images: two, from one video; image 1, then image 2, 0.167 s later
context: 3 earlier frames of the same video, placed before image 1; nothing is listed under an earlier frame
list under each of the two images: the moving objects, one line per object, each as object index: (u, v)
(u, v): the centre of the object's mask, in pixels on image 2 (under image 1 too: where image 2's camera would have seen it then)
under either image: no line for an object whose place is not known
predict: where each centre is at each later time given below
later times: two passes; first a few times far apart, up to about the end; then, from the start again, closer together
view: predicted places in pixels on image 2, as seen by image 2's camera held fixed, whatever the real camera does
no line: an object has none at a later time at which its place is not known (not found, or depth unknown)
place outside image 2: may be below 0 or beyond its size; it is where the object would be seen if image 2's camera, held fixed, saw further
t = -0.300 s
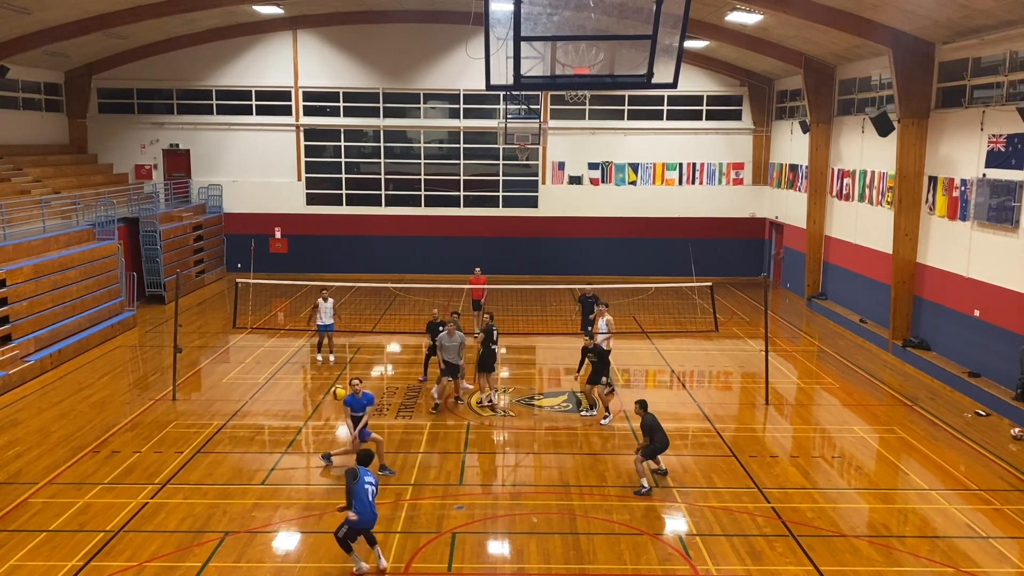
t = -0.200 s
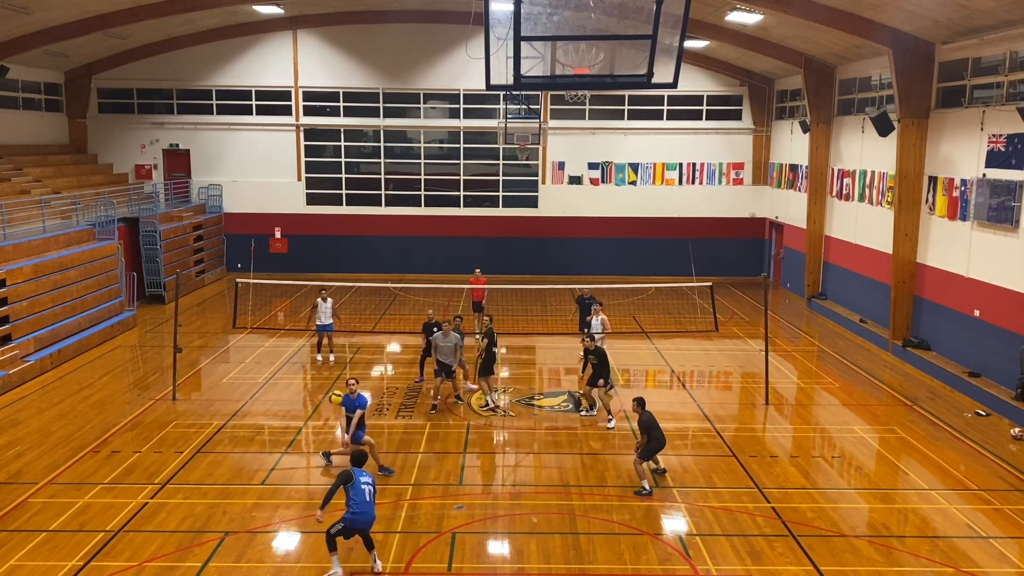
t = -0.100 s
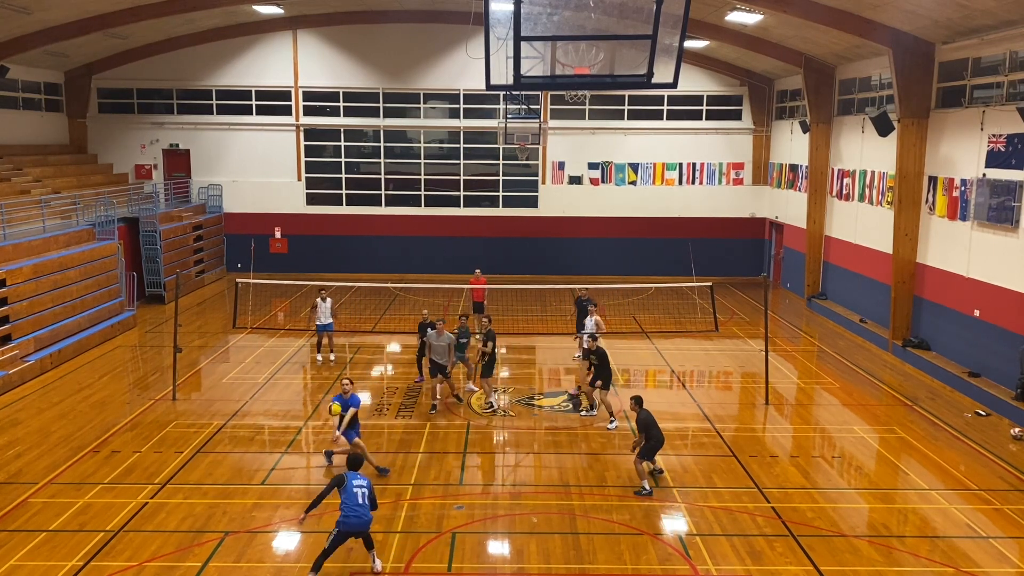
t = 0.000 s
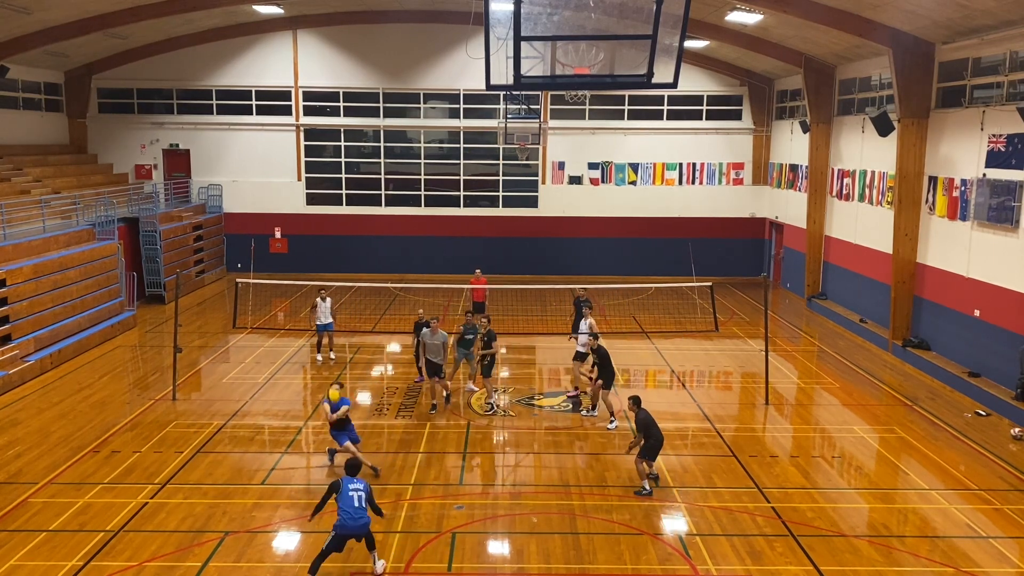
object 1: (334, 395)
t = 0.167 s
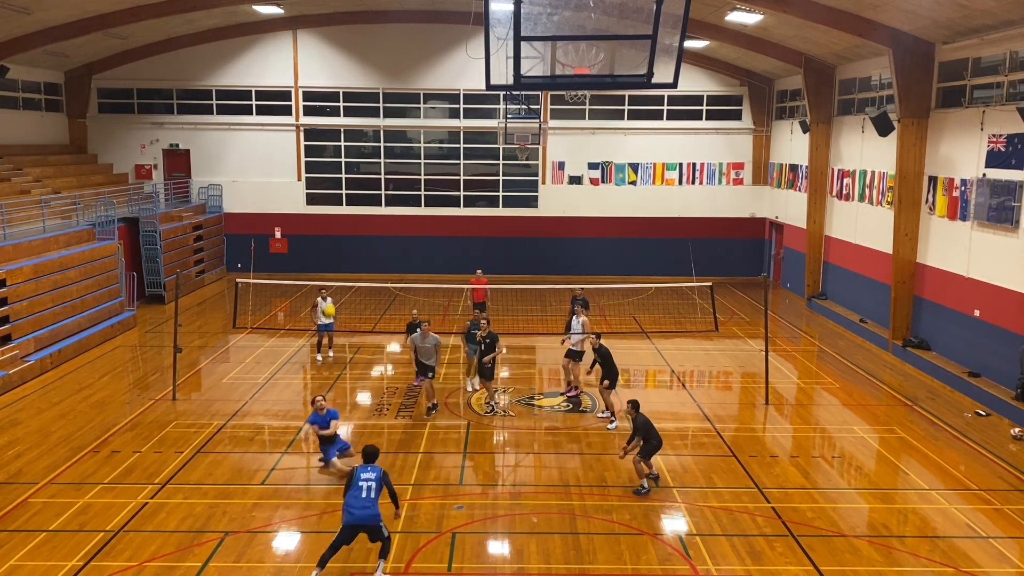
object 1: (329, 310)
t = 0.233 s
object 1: (327, 282)
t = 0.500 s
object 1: (320, 190)
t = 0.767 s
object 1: (315, 145)
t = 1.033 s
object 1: (310, 152)
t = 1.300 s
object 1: (307, 215)
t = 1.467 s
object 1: (306, 280)
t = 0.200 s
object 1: (327, 294)
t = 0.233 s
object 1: (327, 282)
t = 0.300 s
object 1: (325, 255)
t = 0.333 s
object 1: (324, 242)
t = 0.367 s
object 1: (323, 230)
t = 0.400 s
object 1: (323, 219)
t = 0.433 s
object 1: (322, 208)
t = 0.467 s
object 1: (321, 198)
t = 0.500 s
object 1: (320, 190)
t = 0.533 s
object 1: (319, 181)
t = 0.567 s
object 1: (319, 174)
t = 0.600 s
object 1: (318, 167)
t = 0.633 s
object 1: (317, 161)
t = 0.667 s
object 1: (316, 156)
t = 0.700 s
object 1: (316, 152)
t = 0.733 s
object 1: (315, 148)
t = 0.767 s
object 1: (315, 145)
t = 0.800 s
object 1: (314, 143)
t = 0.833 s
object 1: (313, 142)
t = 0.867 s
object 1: (313, 141)
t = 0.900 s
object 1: (312, 141)
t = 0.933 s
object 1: (312, 143)
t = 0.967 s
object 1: (311, 145)
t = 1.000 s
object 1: (311, 149)
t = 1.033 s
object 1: (310, 152)
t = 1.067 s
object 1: (310, 157)
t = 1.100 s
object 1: (309, 163)
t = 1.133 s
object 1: (309, 169)
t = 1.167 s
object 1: (309, 176)
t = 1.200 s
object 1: (308, 184)
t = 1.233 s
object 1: (308, 194)
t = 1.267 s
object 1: (307, 204)
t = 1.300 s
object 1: (307, 215)
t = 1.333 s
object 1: (307, 226)
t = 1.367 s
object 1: (306, 239)
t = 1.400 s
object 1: (306, 252)
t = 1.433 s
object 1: (306, 265)
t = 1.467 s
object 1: (306, 280)
